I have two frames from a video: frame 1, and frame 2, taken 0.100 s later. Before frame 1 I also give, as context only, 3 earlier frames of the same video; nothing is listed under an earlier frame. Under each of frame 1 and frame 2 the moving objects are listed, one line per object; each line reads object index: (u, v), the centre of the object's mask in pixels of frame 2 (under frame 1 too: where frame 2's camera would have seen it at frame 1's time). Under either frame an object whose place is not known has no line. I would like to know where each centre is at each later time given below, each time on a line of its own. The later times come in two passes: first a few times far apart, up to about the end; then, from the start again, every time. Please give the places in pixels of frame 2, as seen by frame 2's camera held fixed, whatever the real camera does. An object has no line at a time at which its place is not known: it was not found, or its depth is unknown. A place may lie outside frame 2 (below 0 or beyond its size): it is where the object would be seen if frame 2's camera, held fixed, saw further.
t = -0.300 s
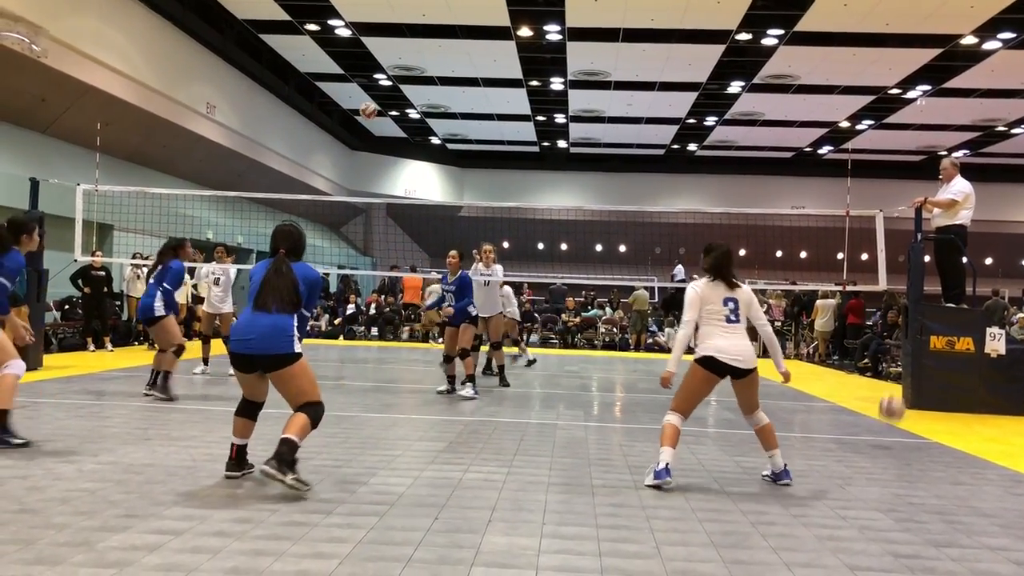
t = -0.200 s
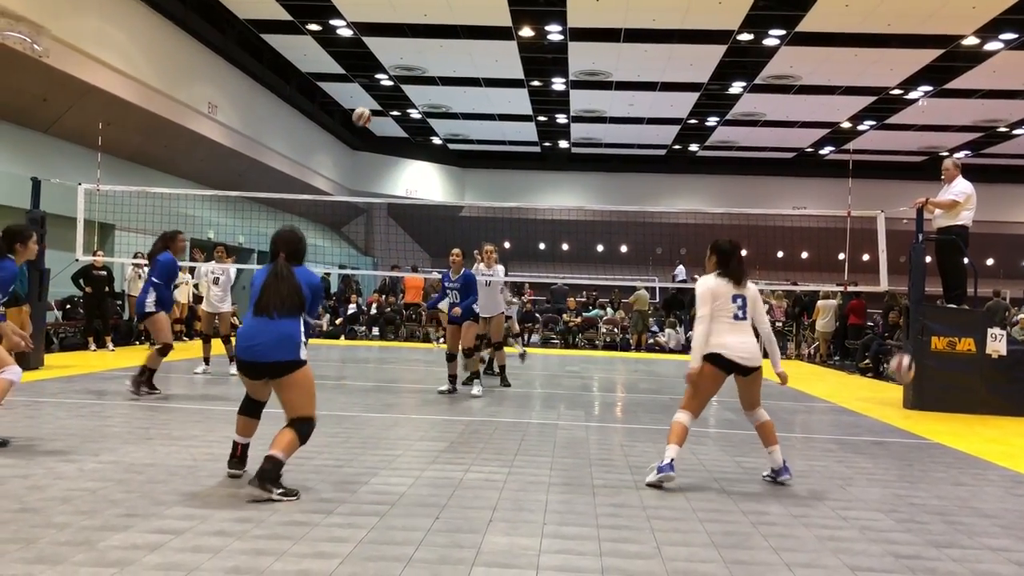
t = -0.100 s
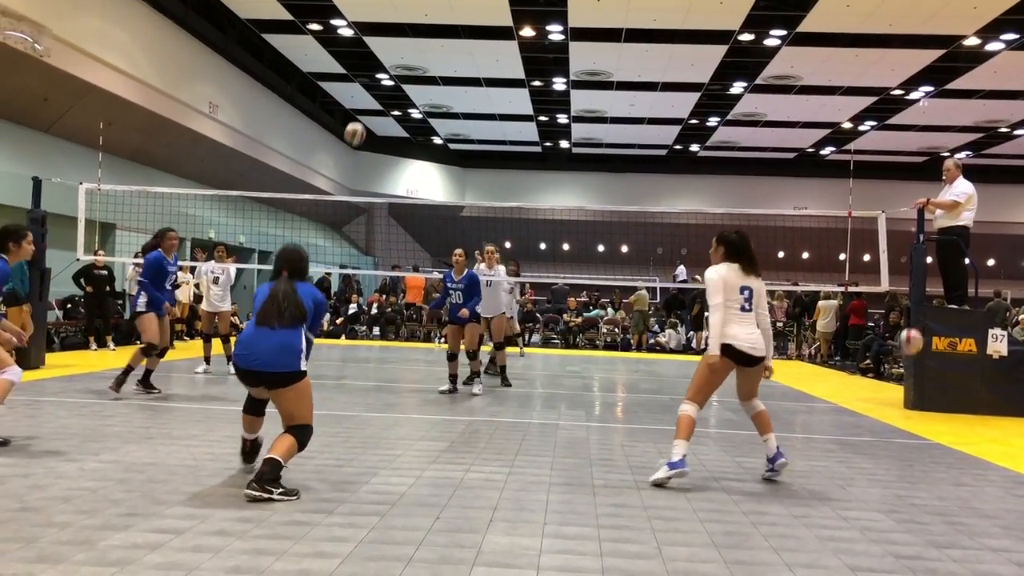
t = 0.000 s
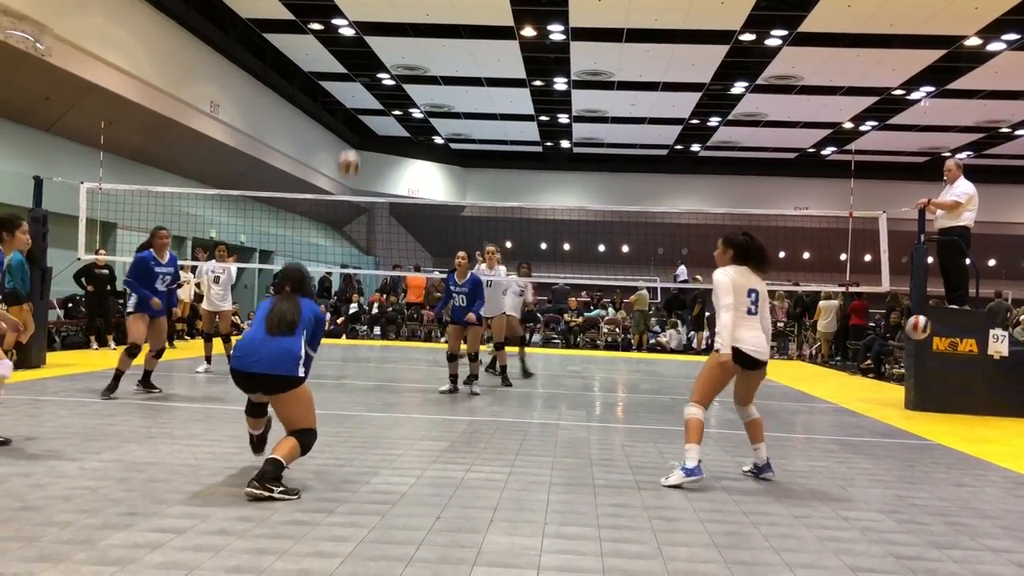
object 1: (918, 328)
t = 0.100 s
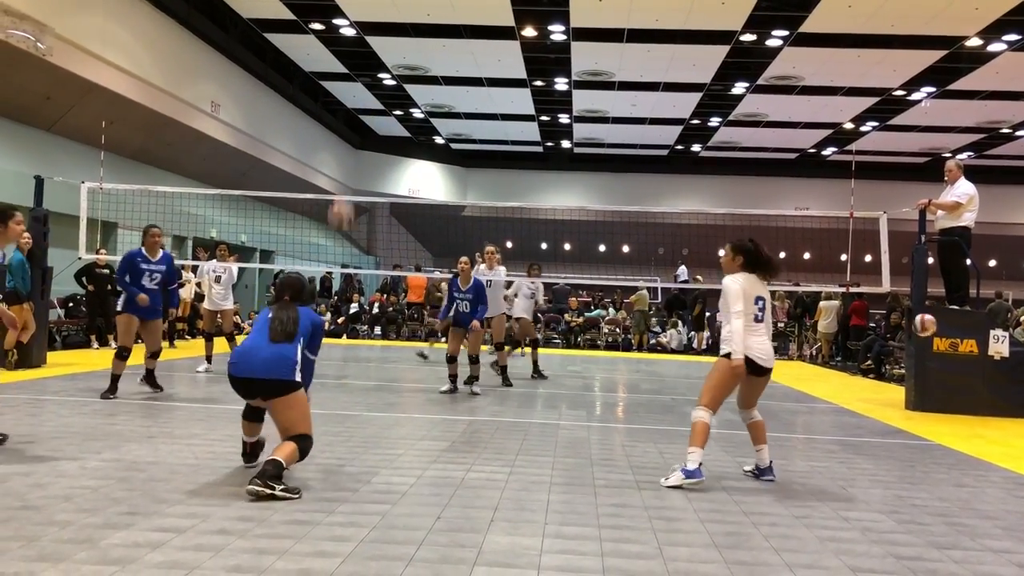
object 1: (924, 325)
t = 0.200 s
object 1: (929, 331)
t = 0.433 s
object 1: (939, 385)
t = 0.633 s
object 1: (947, 377)
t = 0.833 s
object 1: (955, 349)
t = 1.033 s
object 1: (959, 342)
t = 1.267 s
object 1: (962, 377)
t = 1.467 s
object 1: (965, 390)
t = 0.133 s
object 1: (926, 326)
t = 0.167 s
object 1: (928, 329)
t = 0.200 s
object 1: (929, 331)
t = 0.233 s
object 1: (930, 336)
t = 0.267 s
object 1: (932, 343)
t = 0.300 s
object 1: (935, 349)
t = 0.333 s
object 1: (935, 357)
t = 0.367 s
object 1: (936, 366)
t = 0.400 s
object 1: (937, 375)
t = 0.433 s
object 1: (939, 385)
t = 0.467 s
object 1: (939, 397)
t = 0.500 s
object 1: (940, 407)
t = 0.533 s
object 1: (942, 405)
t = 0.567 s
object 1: (944, 396)
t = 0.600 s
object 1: (945, 386)
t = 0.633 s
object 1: (947, 377)
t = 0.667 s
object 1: (948, 370)
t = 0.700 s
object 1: (950, 364)
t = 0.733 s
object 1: (952, 359)
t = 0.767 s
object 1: (953, 354)
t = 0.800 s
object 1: (954, 351)
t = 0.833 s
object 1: (955, 349)
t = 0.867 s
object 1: (955, 346)
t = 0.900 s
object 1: (956, 344)
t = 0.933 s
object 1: (957, 342)
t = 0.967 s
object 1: (958, 342)
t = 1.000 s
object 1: (959, 341)
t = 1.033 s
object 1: (959, 342)
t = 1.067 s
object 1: (959, 345)
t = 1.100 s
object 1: (960, 348)
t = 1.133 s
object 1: (961, 352)
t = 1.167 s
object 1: (962, 357)
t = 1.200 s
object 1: (962, 363)
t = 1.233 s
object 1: (963, 370)
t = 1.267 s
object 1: (962, 377)
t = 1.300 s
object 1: (962, 387)
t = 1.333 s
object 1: (963, 397)
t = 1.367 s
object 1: (963, 407)
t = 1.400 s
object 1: (963, 404)
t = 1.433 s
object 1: (964, 397)
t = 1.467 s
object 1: (965, 390)
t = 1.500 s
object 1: (965, 383)
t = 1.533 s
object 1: (966, 378)
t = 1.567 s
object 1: (966, 373)
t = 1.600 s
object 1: (967, 370)
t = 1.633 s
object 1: (967, 368)
